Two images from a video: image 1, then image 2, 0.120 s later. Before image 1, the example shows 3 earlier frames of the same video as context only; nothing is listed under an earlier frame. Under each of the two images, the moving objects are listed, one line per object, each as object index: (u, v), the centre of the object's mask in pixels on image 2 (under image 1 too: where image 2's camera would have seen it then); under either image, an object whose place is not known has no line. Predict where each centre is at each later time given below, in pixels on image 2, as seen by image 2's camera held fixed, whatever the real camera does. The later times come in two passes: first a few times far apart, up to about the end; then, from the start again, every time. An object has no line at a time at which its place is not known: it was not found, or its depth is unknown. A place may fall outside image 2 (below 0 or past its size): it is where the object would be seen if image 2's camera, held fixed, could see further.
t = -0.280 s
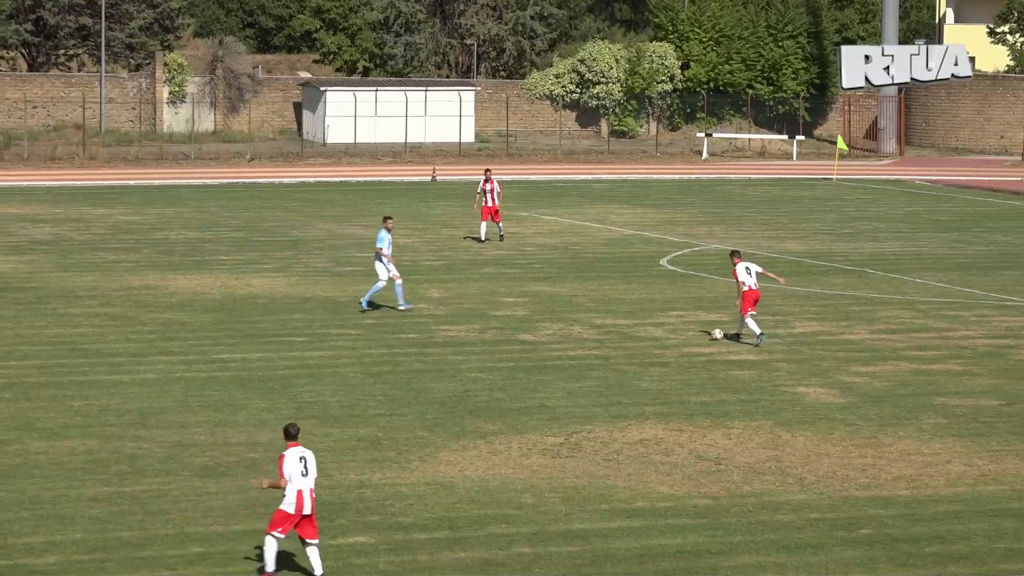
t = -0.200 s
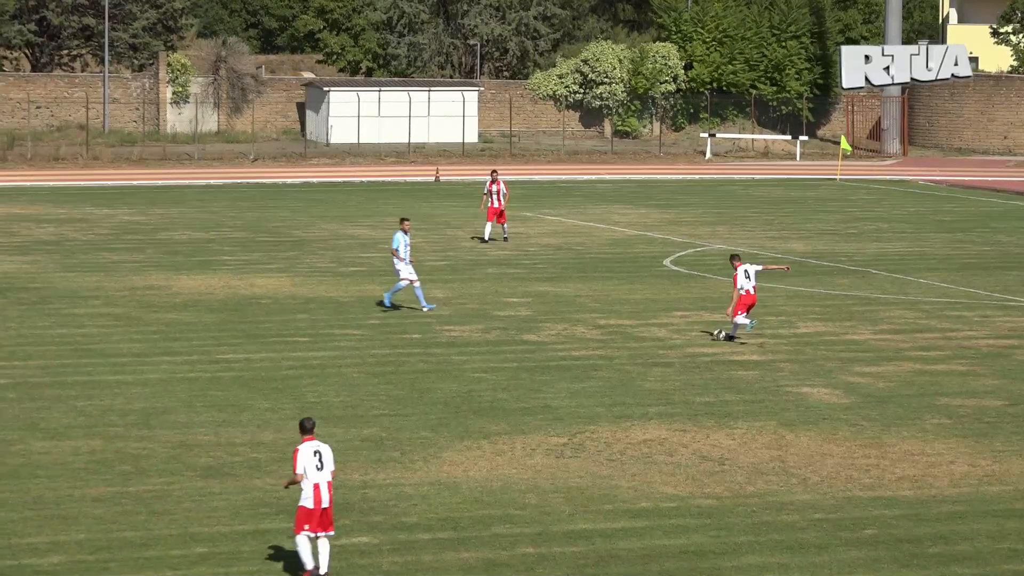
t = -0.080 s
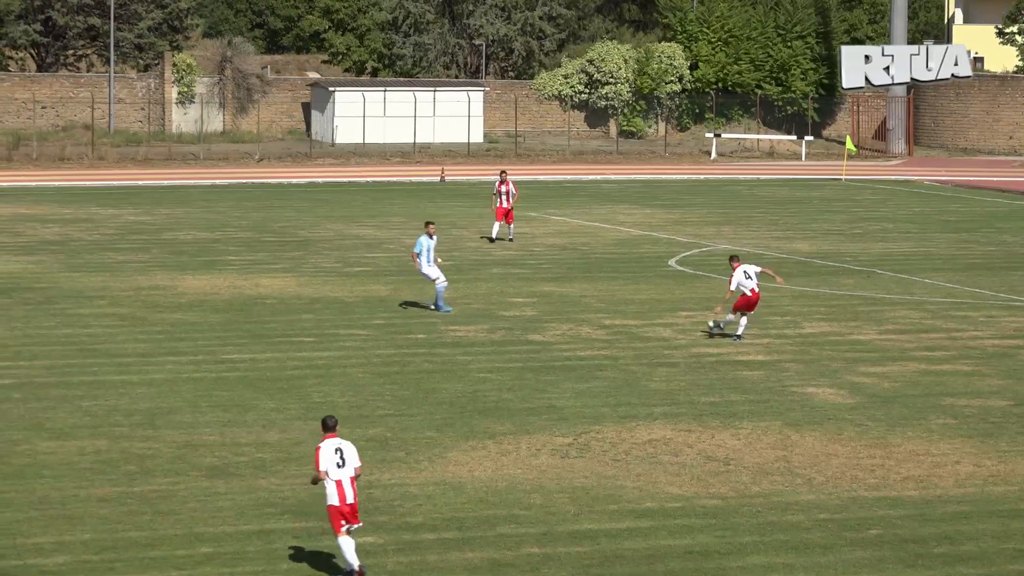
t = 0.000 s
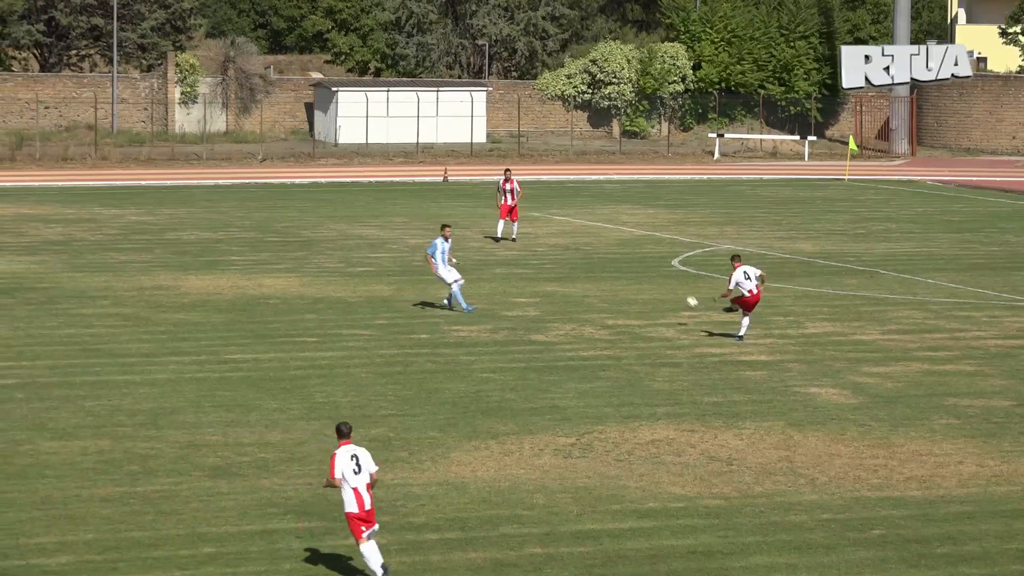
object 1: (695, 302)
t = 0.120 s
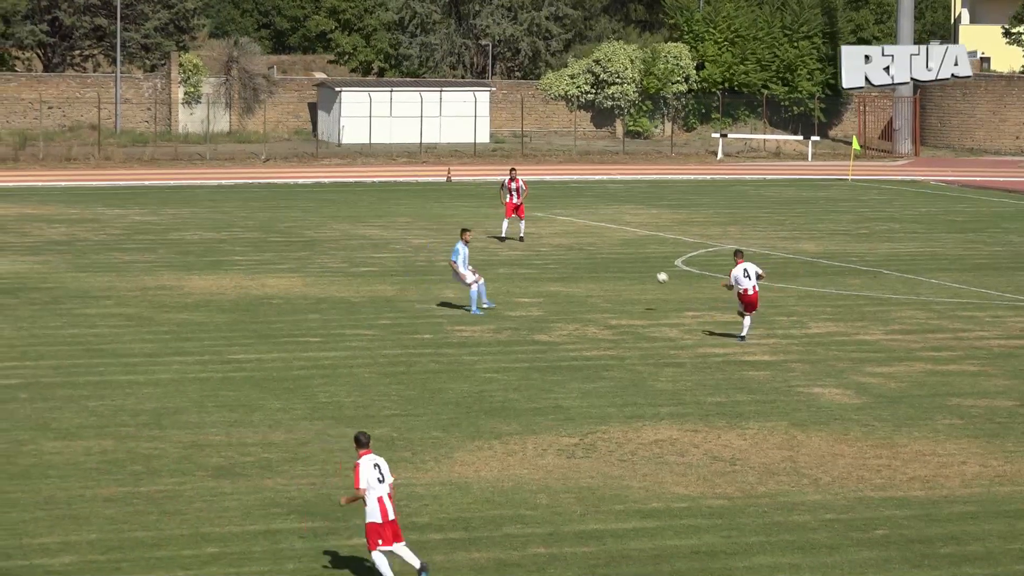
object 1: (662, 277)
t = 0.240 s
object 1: (636, 264)
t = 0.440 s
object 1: (601, 263)
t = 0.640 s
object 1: (578, 261)
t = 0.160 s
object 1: (652, 271)
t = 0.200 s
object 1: (644, 267)
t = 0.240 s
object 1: (636, 264)
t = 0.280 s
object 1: (628, 262)
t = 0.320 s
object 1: (620, 261)
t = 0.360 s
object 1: (614, 261)
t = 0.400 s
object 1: (607, 261)
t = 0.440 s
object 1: (601, 263)
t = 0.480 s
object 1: (595, 266)
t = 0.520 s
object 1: (590, 269)
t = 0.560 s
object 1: (585, 271)
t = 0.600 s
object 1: (582, 266)
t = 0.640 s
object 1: (578, 261)
